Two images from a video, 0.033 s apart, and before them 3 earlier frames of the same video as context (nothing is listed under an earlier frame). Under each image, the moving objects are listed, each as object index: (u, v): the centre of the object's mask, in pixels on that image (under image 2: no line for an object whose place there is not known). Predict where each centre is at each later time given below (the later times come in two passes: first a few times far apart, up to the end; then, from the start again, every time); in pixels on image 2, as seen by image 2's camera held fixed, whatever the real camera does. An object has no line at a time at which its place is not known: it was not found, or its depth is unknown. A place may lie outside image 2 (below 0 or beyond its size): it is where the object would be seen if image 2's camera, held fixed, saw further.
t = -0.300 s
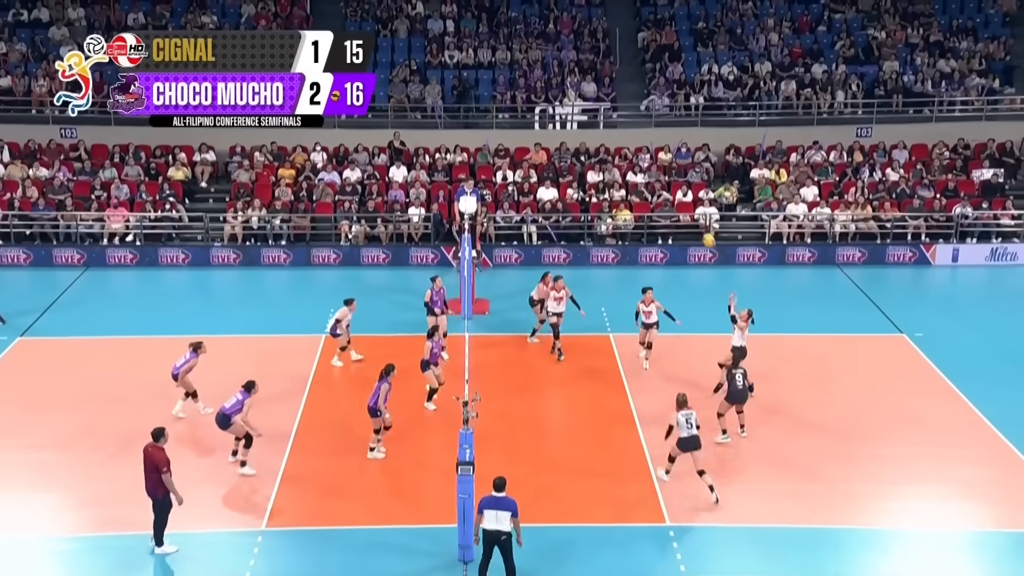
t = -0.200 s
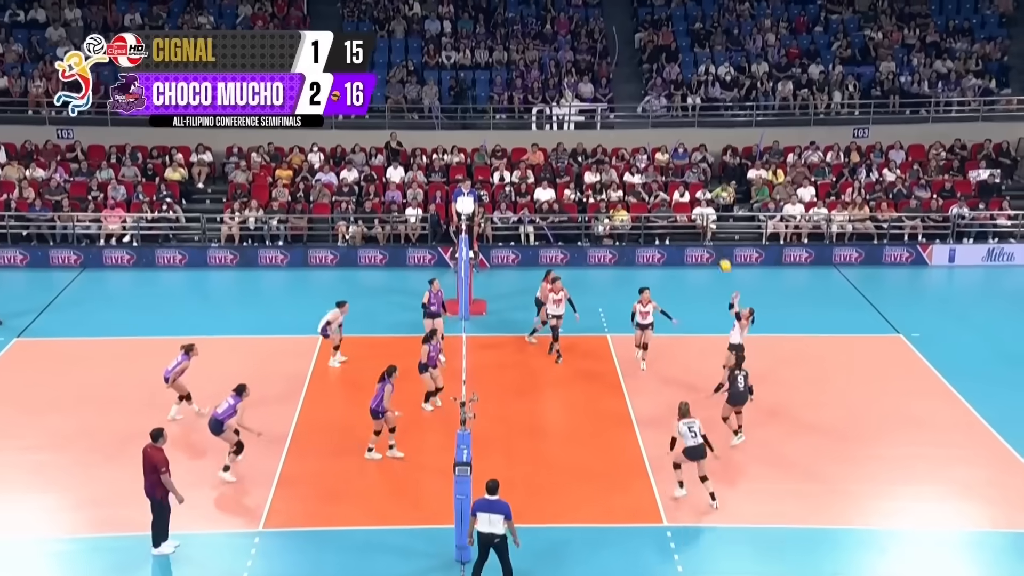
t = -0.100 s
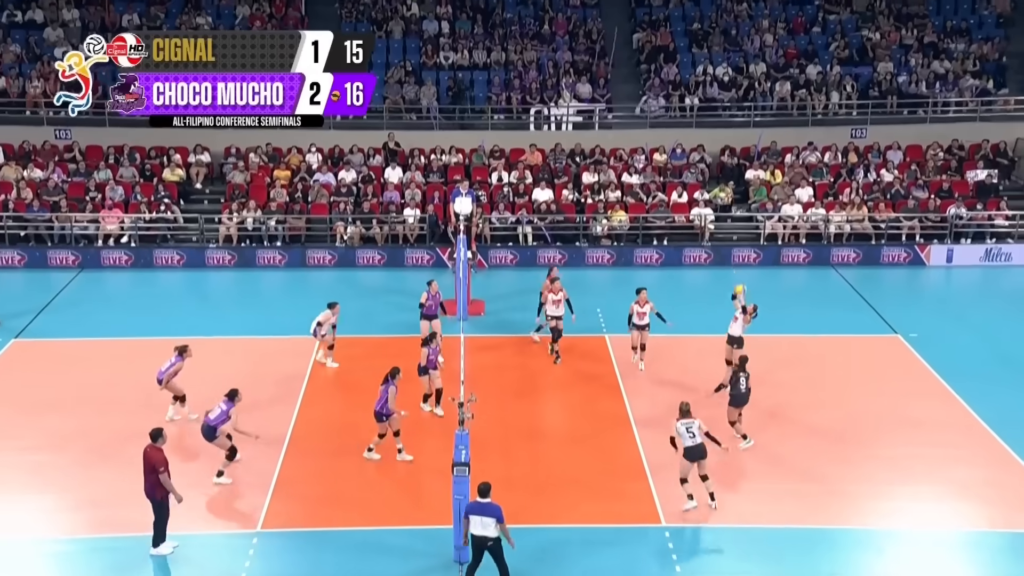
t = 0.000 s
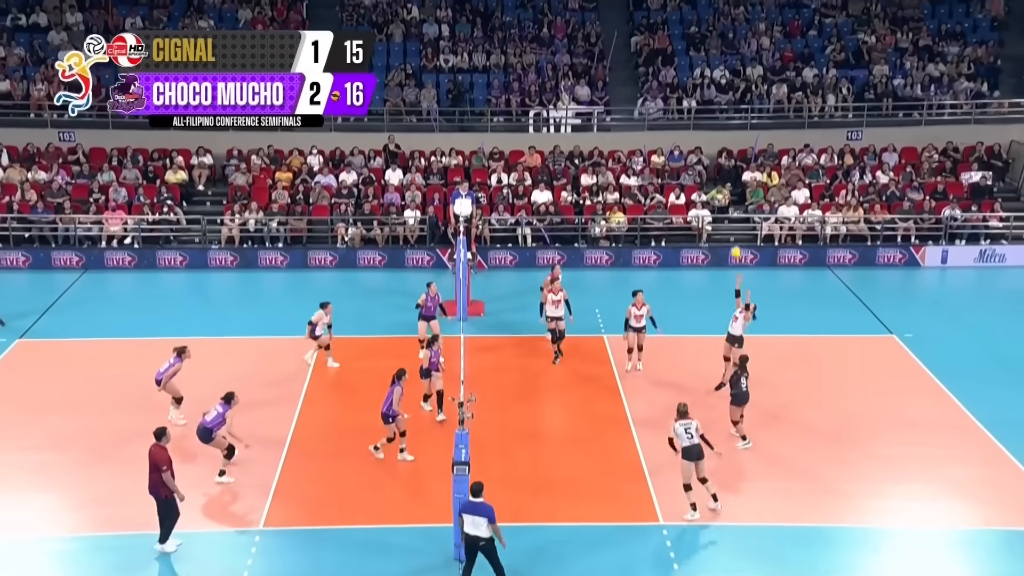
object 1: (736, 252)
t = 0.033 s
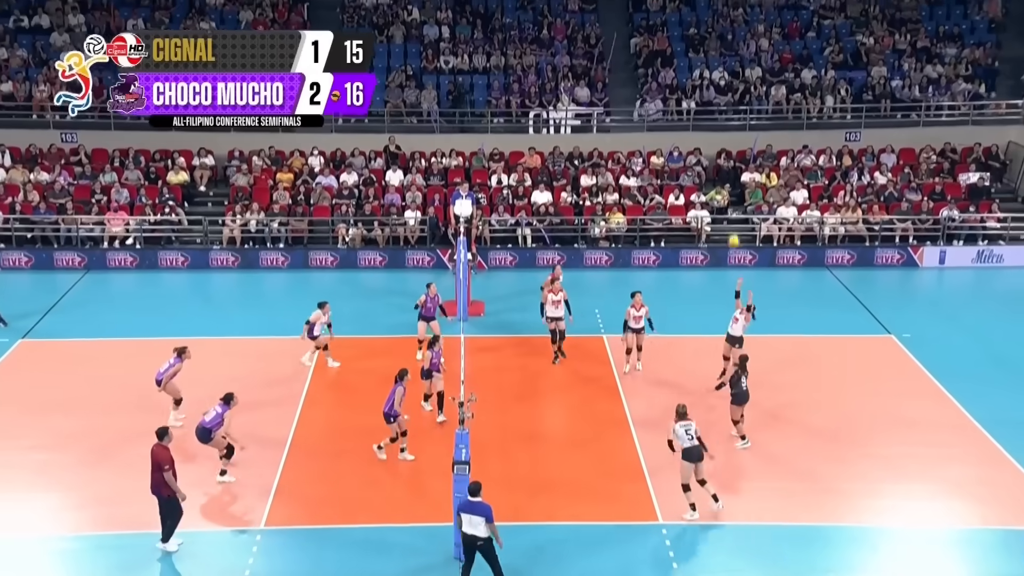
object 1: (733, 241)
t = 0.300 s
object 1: (720, 163)
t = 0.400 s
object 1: (715, 144)
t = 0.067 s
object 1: (733, 230)
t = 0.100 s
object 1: (731, 218)
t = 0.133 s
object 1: (729, 209)
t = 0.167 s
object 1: (728, 198)
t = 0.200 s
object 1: (726, 189)
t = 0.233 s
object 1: (724, 180)
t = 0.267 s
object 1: (722, 172)
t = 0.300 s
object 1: (720, 163)
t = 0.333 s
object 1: (719, 157)
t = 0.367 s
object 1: (717, 150)
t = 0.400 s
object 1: (715, 144)
